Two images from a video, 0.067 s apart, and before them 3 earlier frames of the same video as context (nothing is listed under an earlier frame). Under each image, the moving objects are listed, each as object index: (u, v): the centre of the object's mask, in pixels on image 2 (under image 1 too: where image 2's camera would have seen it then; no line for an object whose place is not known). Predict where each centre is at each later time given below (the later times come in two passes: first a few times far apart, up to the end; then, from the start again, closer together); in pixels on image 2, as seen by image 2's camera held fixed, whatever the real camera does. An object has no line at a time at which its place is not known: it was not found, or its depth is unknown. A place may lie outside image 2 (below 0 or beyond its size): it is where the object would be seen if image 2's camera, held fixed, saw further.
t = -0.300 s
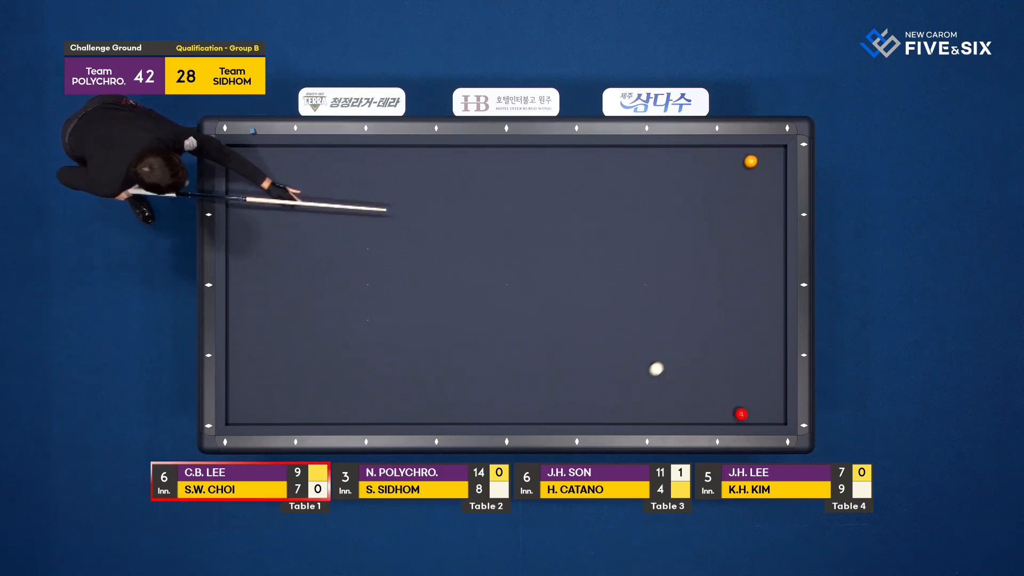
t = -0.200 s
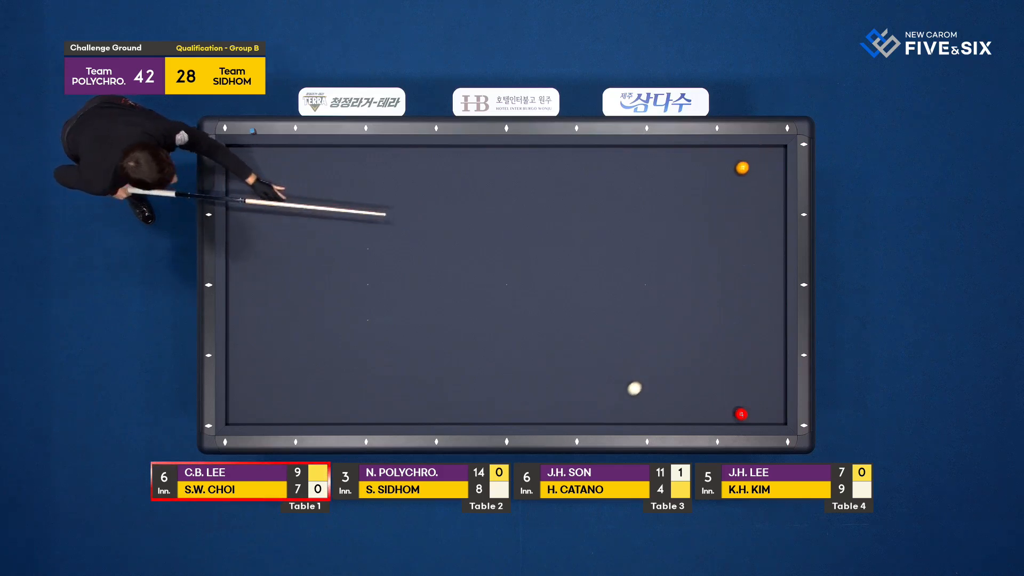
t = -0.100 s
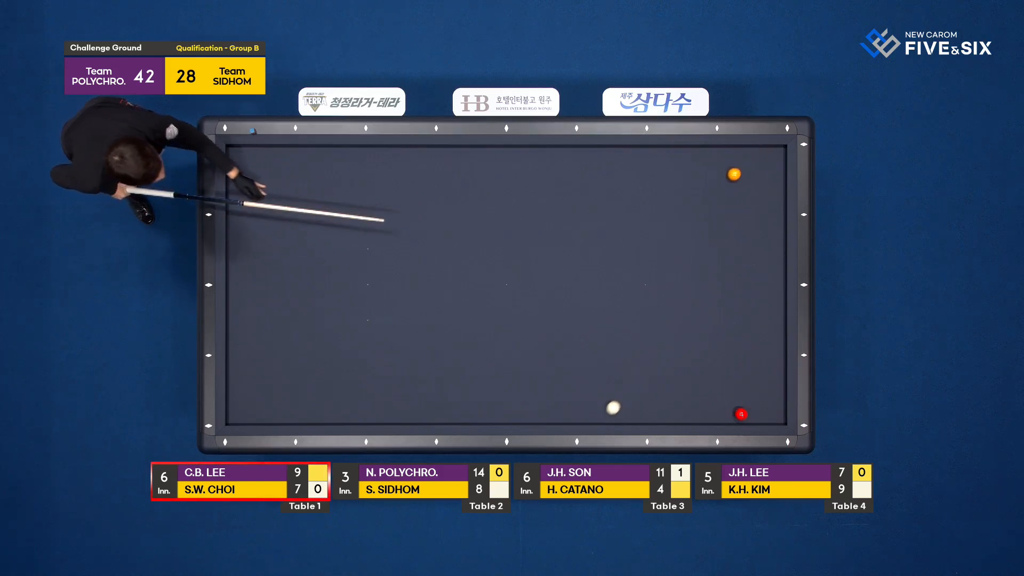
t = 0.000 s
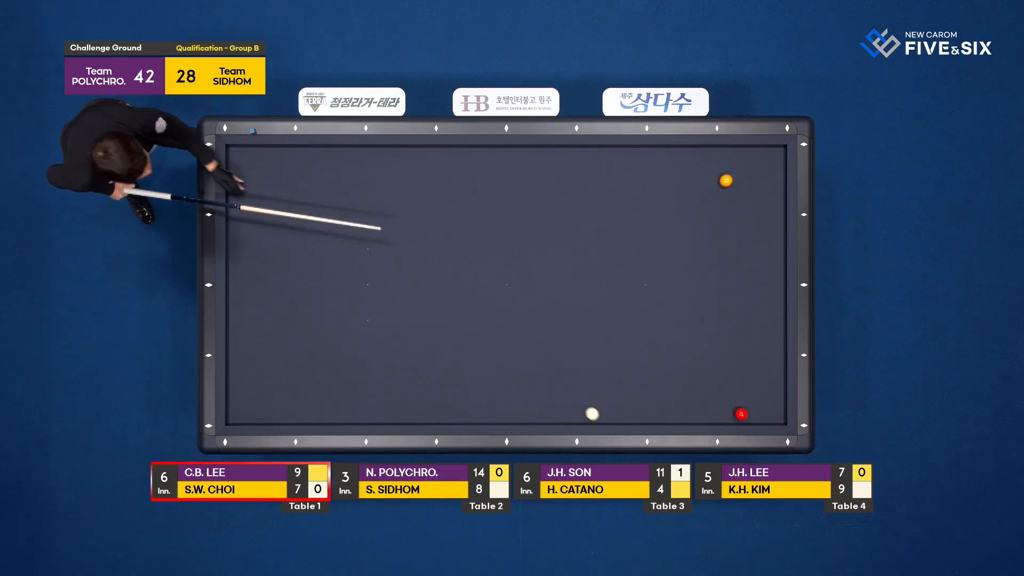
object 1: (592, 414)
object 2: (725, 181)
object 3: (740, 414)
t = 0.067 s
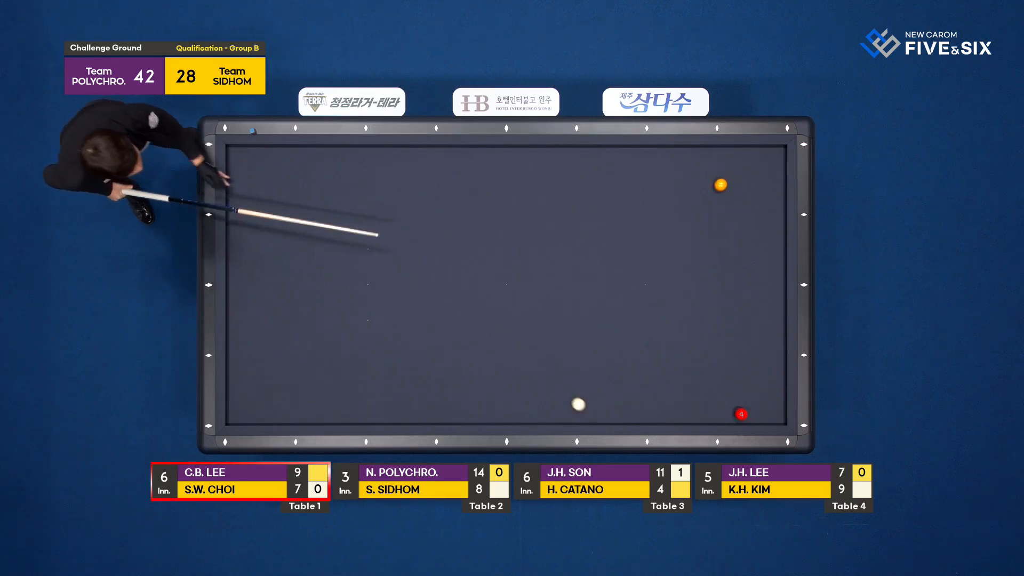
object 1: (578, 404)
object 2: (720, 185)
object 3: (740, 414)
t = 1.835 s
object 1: (232, 220)
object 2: (590, 287)
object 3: (740, 414)
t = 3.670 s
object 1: (426, 231)
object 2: (481, 375)
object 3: (740, 413)
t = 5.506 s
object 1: (588, 337)
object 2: (406, 407)
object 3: (740, 413)
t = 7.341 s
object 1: (722, 416)
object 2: (367, 386)
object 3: (741, 413)
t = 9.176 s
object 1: (741, 387)
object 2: (351, 378)
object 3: (778, 411)
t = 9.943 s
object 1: (743, 382)
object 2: (350, 377)
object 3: (776, 410)
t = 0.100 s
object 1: (571, 400)
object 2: (717, 187)
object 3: (740, 414)
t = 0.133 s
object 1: (565, 396)
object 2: (714, 189)
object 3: (740, 414)
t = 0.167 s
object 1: (558, 393)
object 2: (712, 192)
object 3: (740, 414)
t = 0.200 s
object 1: (551, 389)
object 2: (709, 193)
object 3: (740, 414)
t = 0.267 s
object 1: (538, 382)
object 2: (704, 198)
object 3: (740, 414)
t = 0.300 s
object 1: (531, 378)
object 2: (701, 200)
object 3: (740, 414)
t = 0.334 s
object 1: (524, 375)
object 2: (699, 202)
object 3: (740, 414)
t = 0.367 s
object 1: (517, 371)
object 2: (696, 204)
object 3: (740, 414)
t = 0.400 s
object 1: (511, 367)
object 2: (693, 206)
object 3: (740, 414)
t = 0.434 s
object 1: (504, 364)
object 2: (691, 208)
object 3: (740, 414)
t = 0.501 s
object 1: (491, 357)
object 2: (686, 212)
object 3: (740, 414)
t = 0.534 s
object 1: (484, 353)
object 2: (683, 214)
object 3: (740, 414)
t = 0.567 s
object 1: (478, 350)
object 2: (681, 216)
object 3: (740, 414)
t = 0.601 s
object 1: (471, 346)
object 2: (678, 218)
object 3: (740, 414)
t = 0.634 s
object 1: (464, 343)
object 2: (675, 220)
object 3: (740, 414)
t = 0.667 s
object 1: (457, 339)
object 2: (673, 222)
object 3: (740, 414)
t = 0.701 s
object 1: (451, 336)
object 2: (670, 224)
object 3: (740, 414)
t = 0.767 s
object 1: (438, 329)
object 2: (665, 228)
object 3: (740, 414)
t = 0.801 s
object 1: (431, 325)
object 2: (663, 230)
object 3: (740, 414)
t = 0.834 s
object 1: (425, 322)
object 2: (660, 232)
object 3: (740, 414)
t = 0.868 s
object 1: (418, 318)
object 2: (658, 233)
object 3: (740, 414)
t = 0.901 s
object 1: (411, 315)
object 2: (655, 235)
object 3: (740, 414)
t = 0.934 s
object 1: (405, 311)
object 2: (653, 237)
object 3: (740, 414)
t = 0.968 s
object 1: (398, 308)
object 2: (651, 239)
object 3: (740, 414)
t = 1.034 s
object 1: (385, 301)
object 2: (646, 243)
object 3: (740, 414)
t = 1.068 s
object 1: (379, 298)
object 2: (643, 245)
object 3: (740, 414)
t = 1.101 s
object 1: (372, 294)
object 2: (641, 247)
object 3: (740, 414)
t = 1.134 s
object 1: (366, 291)
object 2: (638, 249)
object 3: (740, 414)
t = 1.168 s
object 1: (359, 287)
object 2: (636, 250)
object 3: (740, 414)
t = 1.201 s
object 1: (353, 284)
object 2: (633, 252)
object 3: (740, 414)
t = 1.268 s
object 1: (340, 277)
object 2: (629, 256)
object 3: (740, 414)
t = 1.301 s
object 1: (334, 274)
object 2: (626, 258)
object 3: (740, 414)
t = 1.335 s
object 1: (327, 270)
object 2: (624, 260)
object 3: (740, 414)
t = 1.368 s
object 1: (321, 267)
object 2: (622, 262)
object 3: (740, 414)
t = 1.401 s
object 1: (314, 264)
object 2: (620, 264)
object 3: (740, 414)
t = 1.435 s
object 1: (308, 260)
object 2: (617, 265)
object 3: (740, 414)
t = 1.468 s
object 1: (302, 257)
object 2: (615, 267)
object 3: (740, 414)
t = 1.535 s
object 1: (289, 250)
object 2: (610, 271)
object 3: (740, 414)
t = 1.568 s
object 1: (282, 247)
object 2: (608, 273)
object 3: (740, 414)
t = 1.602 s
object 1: (276, 243)
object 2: (606, 274)
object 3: (740, 414)
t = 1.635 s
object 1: (270, 240)
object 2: (604, 276)
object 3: (740, 414)
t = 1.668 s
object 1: (263, 237)
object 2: (601, 278)
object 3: (740, 414)
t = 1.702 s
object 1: (257, 233)
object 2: (599, 280)
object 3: (740, 414)
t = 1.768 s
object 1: (244, 227)
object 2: (595, 284)
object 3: (740, 414)
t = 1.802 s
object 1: (238, 223)
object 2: (592, 285)
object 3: (740, 414)
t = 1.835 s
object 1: (232, 220)
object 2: (590, 287)
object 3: (740, 414)
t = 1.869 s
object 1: (235, 216)
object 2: (588, 289)
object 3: (740, 414)
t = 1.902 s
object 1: (240, 212)
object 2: (586, 291)
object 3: (740, 414)
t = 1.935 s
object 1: (245, 208)
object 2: (584, 292)
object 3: (740, 414)
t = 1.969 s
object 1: (249, 204)
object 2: (581, 294)
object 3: (740, 414)
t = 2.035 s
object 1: (256, 196)
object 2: (577, 297)
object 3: (740, 414)
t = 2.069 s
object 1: (260, 192)
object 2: (575, 299)
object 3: (740, 414)
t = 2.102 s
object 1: (264, 188)
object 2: (573, 301)
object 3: (740, 414)
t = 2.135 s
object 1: (268, 184)
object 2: (571, 303)
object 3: (740, 414)
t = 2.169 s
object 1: (271, 180)
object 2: (569, 304)
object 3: (740, 414)
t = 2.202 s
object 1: (275, 176)
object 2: (566, 306)
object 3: (740, 414)
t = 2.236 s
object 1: (278, 172)
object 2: (564, 308)
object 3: (740, 414)
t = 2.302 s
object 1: (286, 165)
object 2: (560, 311)
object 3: (740, 414)
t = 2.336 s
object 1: (289, 161)
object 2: (558, 313)
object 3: (740, 414)
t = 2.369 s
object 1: (293, 157)
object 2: (556, 314)
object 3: (740, 414)
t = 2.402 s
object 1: (296, 153)
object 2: (554, 316)
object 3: (740, 414)
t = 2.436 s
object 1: (300, 150)
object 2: (552, 318)
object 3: (740, 414)
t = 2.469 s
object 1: (303, 153)
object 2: (550, 319)
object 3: (740, 414)
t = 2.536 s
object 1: (311, 158)
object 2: (546, 323)
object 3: (740, 414)
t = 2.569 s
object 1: (314, 161)
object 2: (544, 324)
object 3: (740, 414)
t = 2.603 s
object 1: (318, 163)
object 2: (542, 326)
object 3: (740, 414)
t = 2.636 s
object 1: (321, 165)
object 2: (540, 327)
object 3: (740, 414)
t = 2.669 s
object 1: (325, 167)
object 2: (538, 329)
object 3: (740, 414)
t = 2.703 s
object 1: (328, 170)
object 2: (536, 331)
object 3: (740, 414)
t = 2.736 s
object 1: (332, 172)
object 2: (534, 332)
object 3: (740, 414)
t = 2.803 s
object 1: (339, 176)
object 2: (530, 335)
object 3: (740, 414)
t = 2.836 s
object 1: (342, 178)
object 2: (528, 337)
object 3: (740, 414)
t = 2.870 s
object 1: (346, 180)
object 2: (526, 339)
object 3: (740, 414)
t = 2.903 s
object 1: (349, 183)
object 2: (524, 340)
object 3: (740, 414)
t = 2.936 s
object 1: (352, 185)
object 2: (522, 342)
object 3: (740, 414)
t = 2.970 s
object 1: (356, 187)
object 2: (520, 343)
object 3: (740, 414)
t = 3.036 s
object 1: (363, 191)
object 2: (516, 347)
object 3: (740, 414)
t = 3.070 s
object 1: (366, 193)
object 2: (514, 348)
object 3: (740, 414)
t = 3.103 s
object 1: (369, 195)
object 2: (512, 350)
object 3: (740, 414)
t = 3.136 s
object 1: (373, 198)
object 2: (510, 351)
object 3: (740, 414)
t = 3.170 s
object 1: (376, 200)
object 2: (509, 352)
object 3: (740, 414)
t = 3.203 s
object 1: (380, 202)
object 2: (507, 354)
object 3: (740, 414)
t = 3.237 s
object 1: (383, 204)
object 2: (505, 356)
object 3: (740, 414)
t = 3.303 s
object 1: (390, 208)
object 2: (501, 359)
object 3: (740, 414)
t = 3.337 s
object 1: (393, 210)
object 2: (499, 360)
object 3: (740, 414)
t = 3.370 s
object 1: (396, 213)
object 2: (498, 362)
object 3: (740, 414)
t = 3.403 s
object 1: (400, 214)
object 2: (496, 363)
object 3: (740, 414)
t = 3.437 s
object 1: (403, 217)
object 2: (494, 365)
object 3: (740, 414)
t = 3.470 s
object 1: (406, 219)
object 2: (492, 366)
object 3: (740, 414)
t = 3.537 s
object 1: (413, 223)
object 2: (488, 369)
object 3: (740, 414)
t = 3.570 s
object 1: (416, 225)
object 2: (487, 371)
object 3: (740, 414)
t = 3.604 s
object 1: (419, 227)
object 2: (485, 372)
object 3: (740, 414)
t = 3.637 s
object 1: (422, 229)
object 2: (483, 374)
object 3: (740, 414)
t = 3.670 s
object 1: (426, 231)
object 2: (481, 375)
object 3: (740, 413)
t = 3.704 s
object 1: (429, 233)
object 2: (480, 376)
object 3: (740, 414)
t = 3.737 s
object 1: (432, 235)
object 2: (478, 378)
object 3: (740, 413)
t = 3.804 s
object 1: (438, 239)
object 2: (474, 381)
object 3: (740, 413)
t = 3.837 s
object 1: (441, 241)
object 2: (473, 382)
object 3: (740, 413)
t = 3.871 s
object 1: (444, 243)
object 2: (471, 383)
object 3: (740, 413)
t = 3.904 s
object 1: (448, 245)
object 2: (469, 385)
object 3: (740, 413)
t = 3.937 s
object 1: (451, 247)
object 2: (468, 386)
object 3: (740, 413)
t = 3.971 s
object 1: (454, 249)
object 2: (466, 387)
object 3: (740, 413)
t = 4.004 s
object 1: (457, 251)
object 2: (464, 389)
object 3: (740, 413)
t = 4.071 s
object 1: (463, 255)
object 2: (461, 392)
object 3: (740, 413)
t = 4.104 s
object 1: (466, 257)
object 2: (460, 393)
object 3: (740, 413)
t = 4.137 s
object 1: (469, 259)
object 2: (458, 394)
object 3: (740, 413)
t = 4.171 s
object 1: (473, 261)
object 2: (456, 396)
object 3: (740, 413)
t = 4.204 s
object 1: (476, 263)
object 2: (455, 397)
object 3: (740, 413)
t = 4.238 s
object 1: (479, 266)
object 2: (453, 398)
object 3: (740, 413)
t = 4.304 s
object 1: (485, 269)
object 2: (450, 401)
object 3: (740, 413)
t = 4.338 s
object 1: (488, 271)
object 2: (448, 402)
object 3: (740, 413)
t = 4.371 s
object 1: (491, 273)
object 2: (447, 404)
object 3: (740, 413)
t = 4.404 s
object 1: (494, 275)
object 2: (445, 405)
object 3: (740, 413)
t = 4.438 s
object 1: (497, 277)
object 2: (443, 406)
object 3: (740, 413)
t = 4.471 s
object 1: (500, 279)
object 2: (442, 407)
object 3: (740, 413)
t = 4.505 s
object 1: (503, 281)
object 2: (440, 409)
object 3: (740, 413)
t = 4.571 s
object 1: (509, 285)
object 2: (437, 411)
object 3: (740, 413)
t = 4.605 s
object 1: (512, 287)
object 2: (436, 413)
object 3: (740, 414)
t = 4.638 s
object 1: (514, 289)
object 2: (434, 414)
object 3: (740, 413)
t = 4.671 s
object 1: (517, 291)
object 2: (432, 415)
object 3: (740, 413)
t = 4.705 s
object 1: (521, 292)
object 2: (431, 416)
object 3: (740, 413)
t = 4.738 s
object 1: (523, 294)
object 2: (430, 418)
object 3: (740, 413)
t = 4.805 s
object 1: (529, 298)
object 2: (427, 419)
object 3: (740, 413)
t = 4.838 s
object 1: (532, 300)
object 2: (426, 418)
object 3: (740, 413)
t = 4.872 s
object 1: (535, 302)
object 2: (425, 418)
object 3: (740, 413)
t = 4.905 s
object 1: (538, 304)
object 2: (424, 417)
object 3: (740, 413)
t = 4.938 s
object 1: (541, 306)
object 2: (423, 417)
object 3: (740, 413)
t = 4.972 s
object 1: (544, 308)
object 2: (422, 416)
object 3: (740, 413)
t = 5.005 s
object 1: (546, 310)
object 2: (420, 415)
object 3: (740, 413)
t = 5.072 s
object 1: (552, 313)
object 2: (418, 414)
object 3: (740, 413)
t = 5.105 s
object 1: (555, 315)
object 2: (417, 414)
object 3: (740, 413)
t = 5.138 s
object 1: (558, 317)
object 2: (416, 413)
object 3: (740, 413)
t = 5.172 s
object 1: (561, 319)
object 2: (415, 412)
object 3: (740, 413)
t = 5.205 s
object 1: (563, 321)
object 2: (414, 412)
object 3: (740, 413)
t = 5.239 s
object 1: (566, 322)
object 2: (413, 411)
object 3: (740, 413)
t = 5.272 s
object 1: (569, 324)
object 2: (412, 411)
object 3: (740, 413)
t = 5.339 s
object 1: (574, 328)
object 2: (410, 410)
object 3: (740, 413)
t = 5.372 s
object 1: (577, 330)
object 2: (409, 409)
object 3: (740, 413)
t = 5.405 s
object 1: (580, 331)
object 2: (408, 409)
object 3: (740, 413)
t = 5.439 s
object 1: (583, 333)
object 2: (407, 408)
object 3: (740, 413)
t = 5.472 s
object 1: (586, 335)
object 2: (407, 408)
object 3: (740, 413)
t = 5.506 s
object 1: (588, 337)
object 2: (406, 407)
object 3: (740, 413)
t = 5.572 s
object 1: (594, 340)
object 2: (404, 406)
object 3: (740, 413)
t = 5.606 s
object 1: (596, 342)
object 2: (403, 406)
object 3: (740, 414)
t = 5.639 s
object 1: (599, 344)
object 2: (402, 405)
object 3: (740, 413)
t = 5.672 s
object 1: (602, 346)
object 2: (401, 405)
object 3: (740, 414)
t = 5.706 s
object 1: (604, 347)
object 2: (400, 404)
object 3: (740, 413)
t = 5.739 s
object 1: (607, 349)
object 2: (399, 404)
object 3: (740, 414)
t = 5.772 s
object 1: (610, 351)
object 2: (398, 403)
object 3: (740, 413)
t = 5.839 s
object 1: (615, 354)
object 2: (397, 403)
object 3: (740, 414)
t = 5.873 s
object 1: (618, 356)
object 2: (396, 402)
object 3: (740, 413)
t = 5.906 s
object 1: (620, 358)
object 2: (395, 402)
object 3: (740, 413)
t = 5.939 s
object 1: (623, 359)
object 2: (394, 401)
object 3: (740, 414)
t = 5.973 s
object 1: (625, 361)
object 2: (393, 401)
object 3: (740, 414)
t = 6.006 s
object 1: (628, 363)
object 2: (393, 400)
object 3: (740, 413)
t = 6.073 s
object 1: (633, 366)
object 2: (391, 399)
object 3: (740, 413)
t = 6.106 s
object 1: (636, 368)
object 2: (390, 399)
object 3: (740, 413)
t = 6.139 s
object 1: (638, 369)
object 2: (390, 399)
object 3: (740, 414)
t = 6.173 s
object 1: (641, 371)
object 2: (389, 398)
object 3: (740, 413)
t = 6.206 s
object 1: (643, 373)
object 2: (388, 398)
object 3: (740, 413)
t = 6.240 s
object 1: (646, 374)
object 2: (387, 397)
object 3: (740, 413)
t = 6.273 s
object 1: (648, 376)
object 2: (386, 397)
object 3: (740, 413)
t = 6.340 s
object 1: (653, 379)
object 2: (385, 396)
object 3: (740, 413)
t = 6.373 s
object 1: (656, 381)
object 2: (384, 396)
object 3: (740, 413)
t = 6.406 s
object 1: (658, 383)
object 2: (384, 395)
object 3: (740, 413)
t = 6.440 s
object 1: (661, 384)
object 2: (383, 395)
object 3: (740, 413)
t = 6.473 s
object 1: (663, 386)
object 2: (382, 394)
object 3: (740, 413)
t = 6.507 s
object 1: (666, 387)
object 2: (382, 394)
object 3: (740, 413)
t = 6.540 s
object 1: (668, 389)
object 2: (381, 394)
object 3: (740, 413)
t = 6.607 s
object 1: (673, 392)
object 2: (380, 393)
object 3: (740, 413)
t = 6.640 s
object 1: (675, 394)
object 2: (379, 393)
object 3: (740, 413)
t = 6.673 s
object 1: (678, 395)
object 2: (378, 392)
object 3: (740, 413)
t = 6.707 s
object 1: (680, 397)
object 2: (378, 392)
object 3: (740, 413)
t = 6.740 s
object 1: (683, 398)
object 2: (377, 392)
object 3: (740, 413)
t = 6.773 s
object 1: (685, 400)
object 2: (377, 391)
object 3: (740, 413)
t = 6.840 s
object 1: (690, 403)
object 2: (375, 391)
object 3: (740, 413)
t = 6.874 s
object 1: (692, 405)
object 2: (375, 390)
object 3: (740, 413)
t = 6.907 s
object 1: (695, 406)
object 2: (374, 390)
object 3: (740, 413)
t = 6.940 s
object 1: (697, 408)
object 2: (374, 390)
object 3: (740, 413)
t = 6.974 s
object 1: (699, 409)
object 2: (373, 389)
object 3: (740, 413)
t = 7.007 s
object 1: (702, 411)
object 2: (372, 389)
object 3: (740, 413)
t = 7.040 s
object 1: (704, 412)
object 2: (372, 389)
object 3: (740, 413)
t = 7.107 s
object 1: (708, 415)
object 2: (371, 388)
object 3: (740, 413)
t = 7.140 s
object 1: (711, 416)
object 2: (370, 388)
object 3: (740, 413)
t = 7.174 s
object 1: (713, 418)
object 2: (370, 388)
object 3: (740, 413)
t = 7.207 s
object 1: (715, 419)
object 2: (369, 387)
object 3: (740, 413)
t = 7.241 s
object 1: (717, 418)
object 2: (369, 387)
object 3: (740, 413)
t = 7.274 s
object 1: (719, 417)
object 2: (368, 387)
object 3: (740, 413)
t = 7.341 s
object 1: (722, 416)
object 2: (367, 386)
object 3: (741, 413)
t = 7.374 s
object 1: (724, 415)
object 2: (367, 386)
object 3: (741, 413)
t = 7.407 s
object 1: (726, 414)
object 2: (366, 386)
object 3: (740, 413)
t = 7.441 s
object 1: (727, 414)
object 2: (366, 386)
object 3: (741, 413)
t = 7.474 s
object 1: (729, 413)
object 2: (365, 385)
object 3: (741, 413)
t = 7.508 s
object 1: (729, 412)
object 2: (365, 385)
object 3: (742, 413)
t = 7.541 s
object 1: (729, 411)
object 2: (365, 385)
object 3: (743, 414)
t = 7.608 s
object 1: (730, 410)
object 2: (364, 384)
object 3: (744, 414)
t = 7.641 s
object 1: (730, 410)
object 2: (363, 384)
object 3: (745, 413)
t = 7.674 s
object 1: (731, 409)
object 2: (363, 384)
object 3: (746, 414)
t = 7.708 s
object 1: (731, 408)
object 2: (362, 384)
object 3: (747, 414)
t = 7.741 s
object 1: (731, 408)
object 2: (362, 383)
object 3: (748, 414)
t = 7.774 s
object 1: (732, 407)
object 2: (362, 383)
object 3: (749, 413)
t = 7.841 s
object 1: (732, 406)
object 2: (361, 383)
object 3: (751, 413)
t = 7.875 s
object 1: (733, 405)
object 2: (361, 382)
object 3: (752, 413)
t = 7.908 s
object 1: (733, 404)
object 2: (360, 382)
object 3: (752, 414)
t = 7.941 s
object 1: (733, 404)
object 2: (360, 382)
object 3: (753, 413)
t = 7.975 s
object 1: (733, 403)
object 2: (359, 382)
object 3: (754, 413)
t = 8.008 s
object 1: (734, 403)
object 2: (359, 382)
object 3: (755, 413)
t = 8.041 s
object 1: (734, 402)
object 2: (359, 381)
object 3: (756, 413)
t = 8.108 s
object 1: (735, 401)
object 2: (358, 381)
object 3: (757, 413)
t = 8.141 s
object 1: (735, 400)
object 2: (358, 381)
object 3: (758, 413)
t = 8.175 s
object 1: (735, 400)
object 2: (357, 381)
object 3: (759, 413)
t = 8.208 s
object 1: (735, 399)
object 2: (357, 381)
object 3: (760, 413)
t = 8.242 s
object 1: (735, 399)
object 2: (357, 381)
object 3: (760, 413)
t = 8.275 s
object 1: (736, 398)
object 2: (357, 380)
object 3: (761, 413)
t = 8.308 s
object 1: (736, 398)
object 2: (356, 380)
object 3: (762, 413)
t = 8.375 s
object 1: (736, 397)
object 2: (356, 380)
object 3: (763, 413)
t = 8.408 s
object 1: (736, 396)
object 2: (356, 380)
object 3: (764, 413)
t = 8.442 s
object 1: (736, 396)
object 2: (355, 380)
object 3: (765, 413)
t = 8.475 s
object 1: (737, 396)
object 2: (355, 379)
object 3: (765, 413)
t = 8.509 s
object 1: (737, 395)
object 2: (355, 379)
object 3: (766, 413)
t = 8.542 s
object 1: (737, 395)
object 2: (355, 379)
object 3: (767, 413)
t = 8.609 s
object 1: (738, 394)
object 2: (354, 379)
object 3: (768, 412)
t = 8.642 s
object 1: (738, 393)
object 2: (354, 379)
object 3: (769, 412)
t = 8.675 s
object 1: (738, 393)
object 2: (354, 379)
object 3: (769, 412)
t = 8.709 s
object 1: (738, 393)
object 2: (353, 379)
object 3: (770, 412)
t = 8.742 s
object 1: (738, 392)
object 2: (353, 379)
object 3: (771, 412)
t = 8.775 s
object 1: (738, 392)
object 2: (353, 378)
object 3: (771, 412)
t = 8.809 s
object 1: (739, 391)
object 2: (353, 378)
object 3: (772, 412)
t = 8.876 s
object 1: (739, 391)
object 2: (352, 378)
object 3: (773, 412)
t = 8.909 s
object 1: (739, 390)
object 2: (352, 378)
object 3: (773, 412)
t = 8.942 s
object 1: (739, 390)
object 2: (352, 378)
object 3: (774, 411)
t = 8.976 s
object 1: (740, 389)
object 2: (352, 378)
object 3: (775, 411)
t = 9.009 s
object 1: (740, 389)
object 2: (352, 378)
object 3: (775, 411)
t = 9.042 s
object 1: (740, 389)
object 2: (352, 378)
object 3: (776, 411)
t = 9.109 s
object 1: (740, 388)
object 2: (351, 378)
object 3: (777, 411)
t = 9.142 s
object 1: (740, 388)
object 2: (351, 378)
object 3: (778, 411)
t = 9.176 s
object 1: (741, 387)
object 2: (351, 378)
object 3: (778, 411)
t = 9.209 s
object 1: (741, 387)
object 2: (351, 378)
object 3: (779, 411)
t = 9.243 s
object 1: (741, 387)
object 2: (351, 378)
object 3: (779, 411)
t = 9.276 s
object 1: (741, 387)
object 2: (351, 378)
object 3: (780, 410)
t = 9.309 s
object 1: (741, 386)
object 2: (351, 378)
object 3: (780, 410)
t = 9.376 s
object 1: (741, 386)
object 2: (351, 377)
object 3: (779, 410)
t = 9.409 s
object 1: (742, 386)
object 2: (351, 377)
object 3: (779, 410)
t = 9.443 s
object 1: (742, 385)
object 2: (351, 377)
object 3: (779, 410)
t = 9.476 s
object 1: (742, 385)
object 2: (350, 377)
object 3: (778, 410)
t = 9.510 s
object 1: (742, 385)
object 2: (351, 377)
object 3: (778, 410)
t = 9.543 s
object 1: (742, 385)
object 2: (351, 377)
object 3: (778, 410)
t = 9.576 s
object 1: (742, 384)
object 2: (350, 377)
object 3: (778, 410)
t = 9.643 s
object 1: (742, 384)
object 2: (351, 377)
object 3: (777, 410)
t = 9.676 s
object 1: (743, 384)
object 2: (350, 377)
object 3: (777, 410)
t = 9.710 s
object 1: (743, 384)
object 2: (350, 377)
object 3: (777, 410)
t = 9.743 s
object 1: (743, 383)
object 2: (350, 377)
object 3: (777, 410)
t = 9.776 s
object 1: (743, 383)
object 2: (351, 377)
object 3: (777, 410)
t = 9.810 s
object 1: (743, 383)
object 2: (350, 377)
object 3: (777, 410)
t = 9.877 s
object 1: (743, 383)
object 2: (350, 377)
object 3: (777, 410)
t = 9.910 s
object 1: (743, 383)
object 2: (350, 377)
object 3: (777, 410)
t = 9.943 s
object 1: (743, 382)
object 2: (350, 377)
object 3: (776, 410)
